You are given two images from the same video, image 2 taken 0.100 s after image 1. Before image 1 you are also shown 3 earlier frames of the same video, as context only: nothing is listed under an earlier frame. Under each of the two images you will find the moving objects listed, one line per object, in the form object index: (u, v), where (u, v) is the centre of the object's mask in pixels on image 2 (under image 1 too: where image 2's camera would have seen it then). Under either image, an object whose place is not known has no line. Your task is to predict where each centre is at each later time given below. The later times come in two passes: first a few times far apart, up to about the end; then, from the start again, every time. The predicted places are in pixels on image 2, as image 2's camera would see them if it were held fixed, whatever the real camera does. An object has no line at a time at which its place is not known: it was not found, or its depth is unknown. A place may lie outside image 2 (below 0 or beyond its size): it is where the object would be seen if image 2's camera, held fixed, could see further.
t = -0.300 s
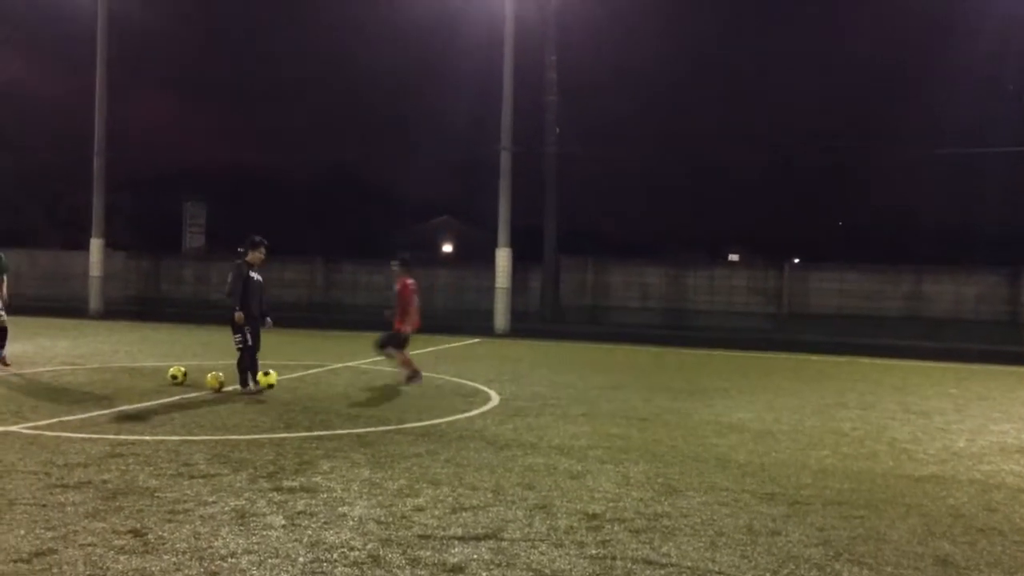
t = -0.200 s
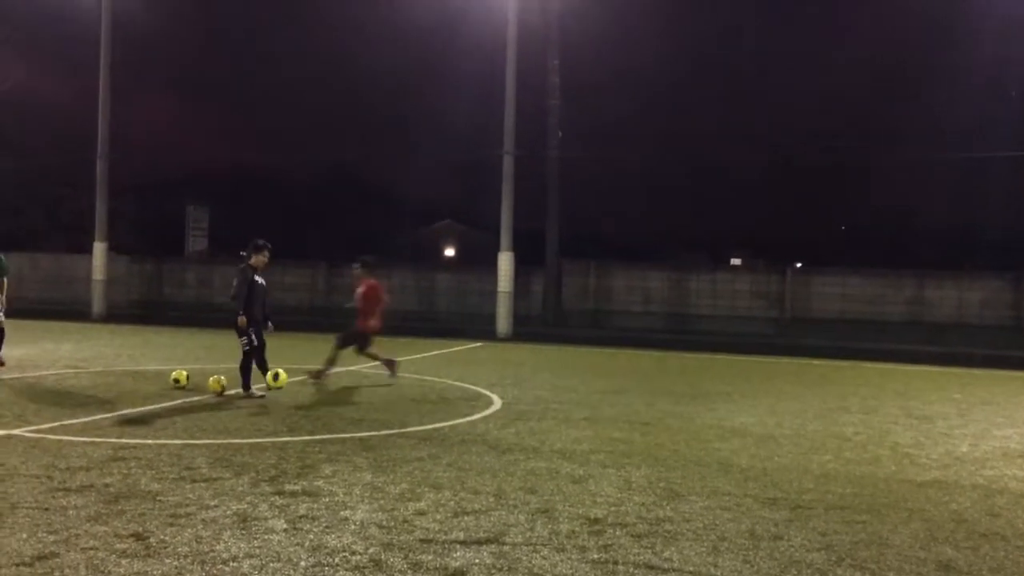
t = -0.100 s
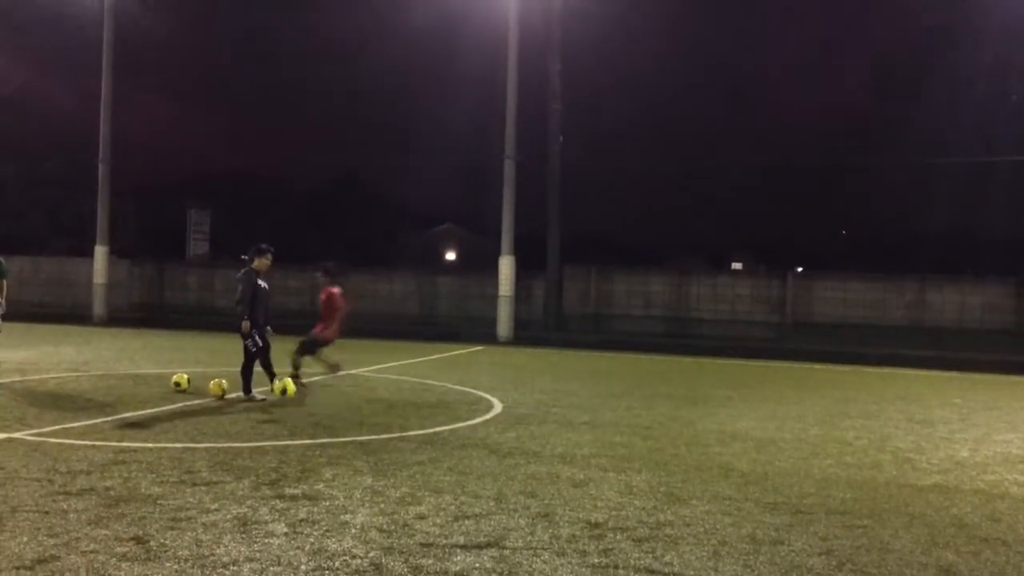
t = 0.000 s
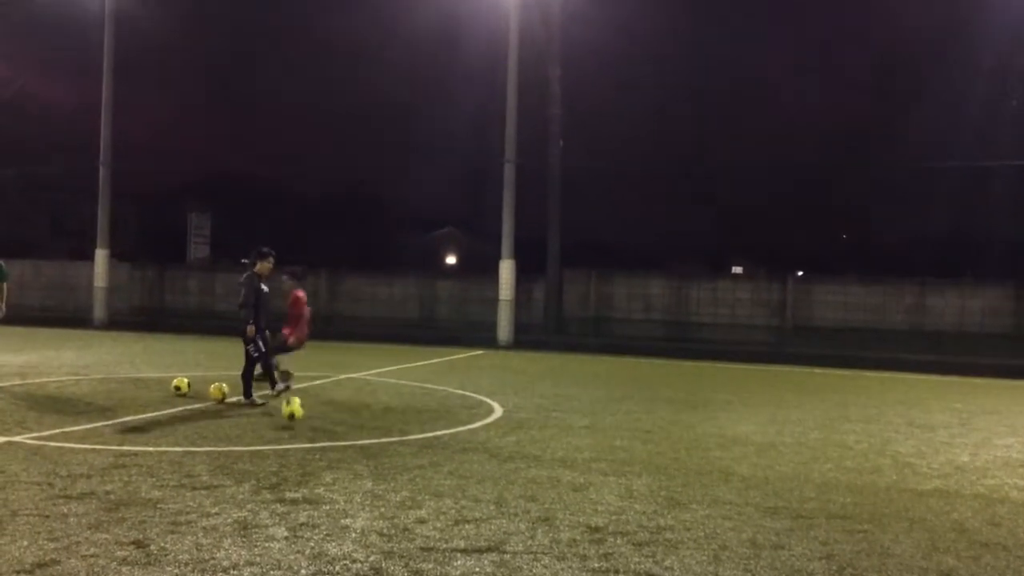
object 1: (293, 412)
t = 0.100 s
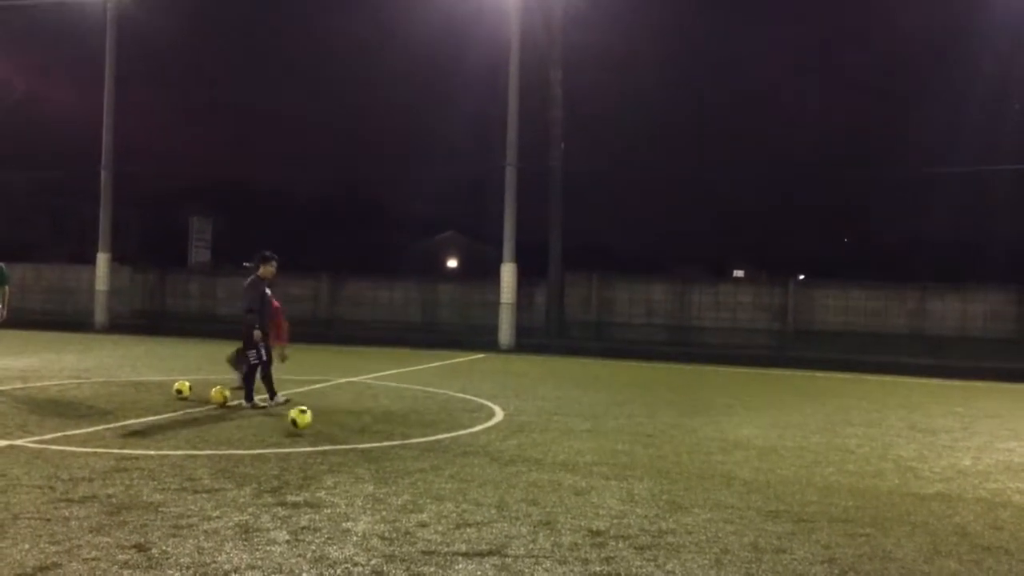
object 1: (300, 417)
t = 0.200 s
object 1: (305, 420)
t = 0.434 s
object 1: (317, 431)
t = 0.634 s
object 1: (327, 439)
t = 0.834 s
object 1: (338, 447)
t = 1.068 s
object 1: (353, 455)
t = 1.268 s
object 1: (366, 464)
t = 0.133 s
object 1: (301, 417)
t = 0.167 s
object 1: (302, 418)
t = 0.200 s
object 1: (305, 420)
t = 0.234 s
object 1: (306, 424)
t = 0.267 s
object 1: (308, 426)
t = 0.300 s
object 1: (309, 426)
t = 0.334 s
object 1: (311, 428)
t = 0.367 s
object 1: (313, 429)
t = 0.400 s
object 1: (315, 430)
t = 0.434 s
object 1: (317, 431)
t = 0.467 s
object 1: (319, 432)
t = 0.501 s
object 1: (320, 434)
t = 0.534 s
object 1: (322, 435)
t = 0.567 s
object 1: (324, 436)
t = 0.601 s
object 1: (326, 437)
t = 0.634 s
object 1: (327, 439)
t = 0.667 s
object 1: (329, 440)
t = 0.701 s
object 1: (331, 441)
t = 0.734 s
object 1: (333, 443)
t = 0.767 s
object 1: (336, 444)
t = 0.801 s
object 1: (338, 445)
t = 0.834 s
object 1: (338, 447)
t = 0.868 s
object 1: (341, 448)
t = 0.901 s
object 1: (343, 449)
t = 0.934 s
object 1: (345, 450)
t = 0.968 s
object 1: (347, 452)
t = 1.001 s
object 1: (349, 453)
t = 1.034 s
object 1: (351, 454)
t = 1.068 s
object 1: (353, 455)
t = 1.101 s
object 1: (355, 457)
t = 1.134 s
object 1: (357, 459)
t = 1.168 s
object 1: (359, 461)
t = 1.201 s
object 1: (361, 462)
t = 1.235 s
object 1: (364, 463)
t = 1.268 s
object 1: (366, 464)
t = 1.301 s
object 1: (368, 466)
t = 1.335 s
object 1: (371, 468)
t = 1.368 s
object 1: (373, 470)
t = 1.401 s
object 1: (376, 470)
